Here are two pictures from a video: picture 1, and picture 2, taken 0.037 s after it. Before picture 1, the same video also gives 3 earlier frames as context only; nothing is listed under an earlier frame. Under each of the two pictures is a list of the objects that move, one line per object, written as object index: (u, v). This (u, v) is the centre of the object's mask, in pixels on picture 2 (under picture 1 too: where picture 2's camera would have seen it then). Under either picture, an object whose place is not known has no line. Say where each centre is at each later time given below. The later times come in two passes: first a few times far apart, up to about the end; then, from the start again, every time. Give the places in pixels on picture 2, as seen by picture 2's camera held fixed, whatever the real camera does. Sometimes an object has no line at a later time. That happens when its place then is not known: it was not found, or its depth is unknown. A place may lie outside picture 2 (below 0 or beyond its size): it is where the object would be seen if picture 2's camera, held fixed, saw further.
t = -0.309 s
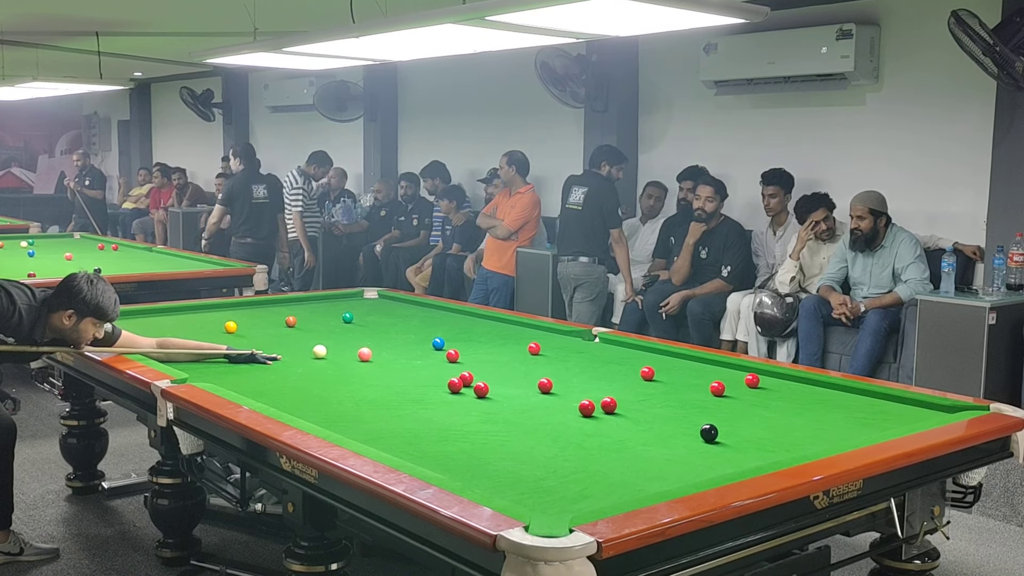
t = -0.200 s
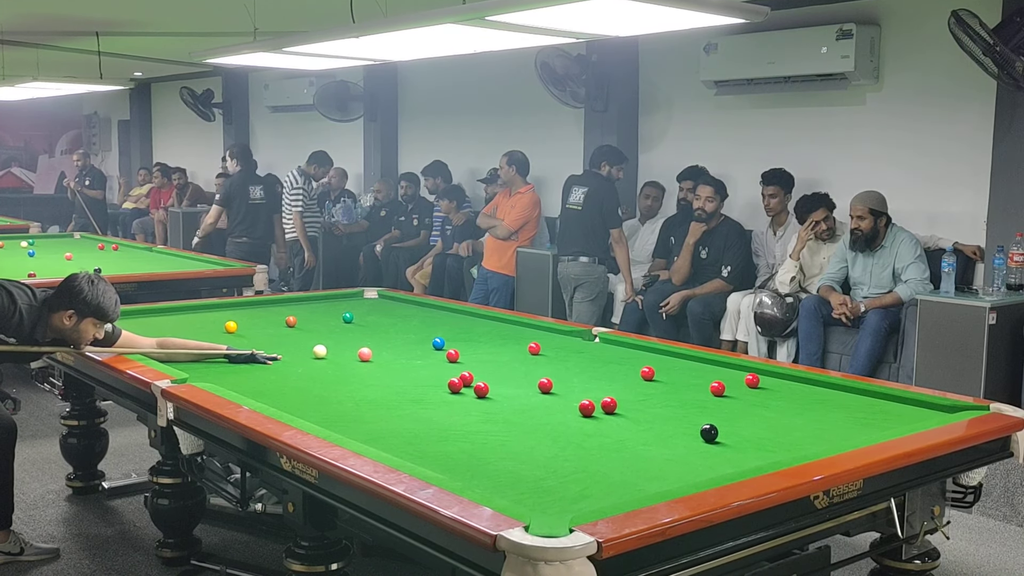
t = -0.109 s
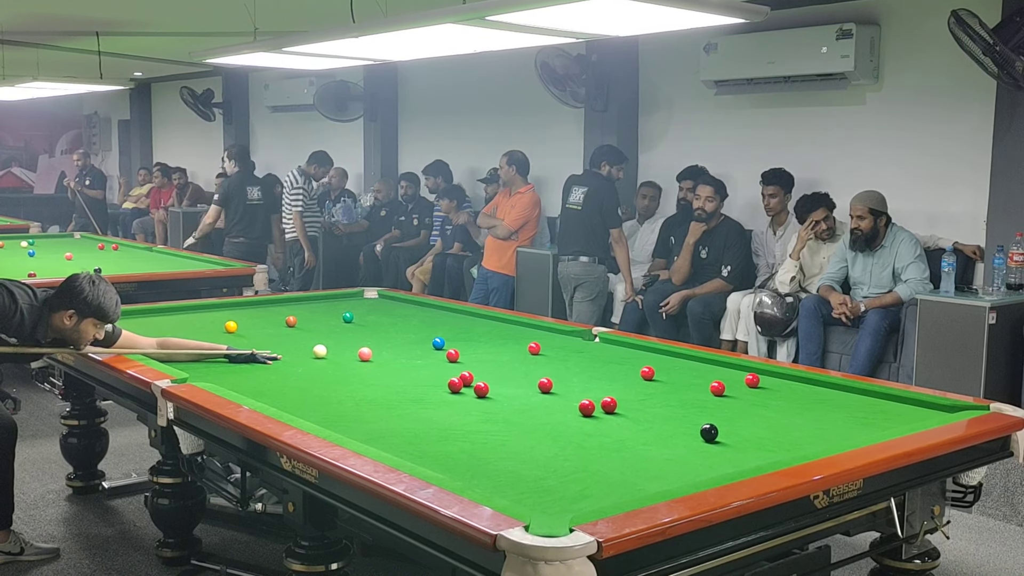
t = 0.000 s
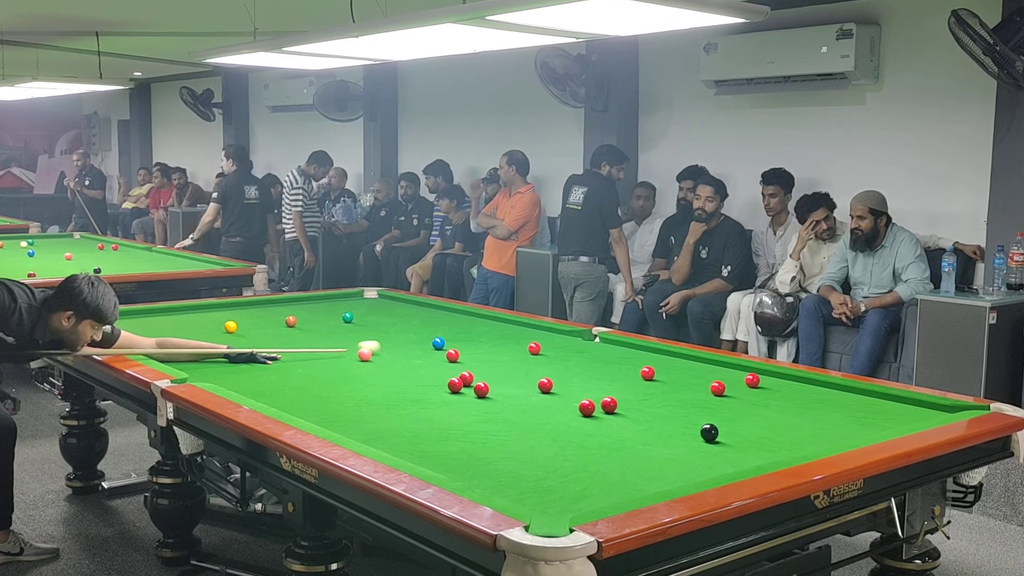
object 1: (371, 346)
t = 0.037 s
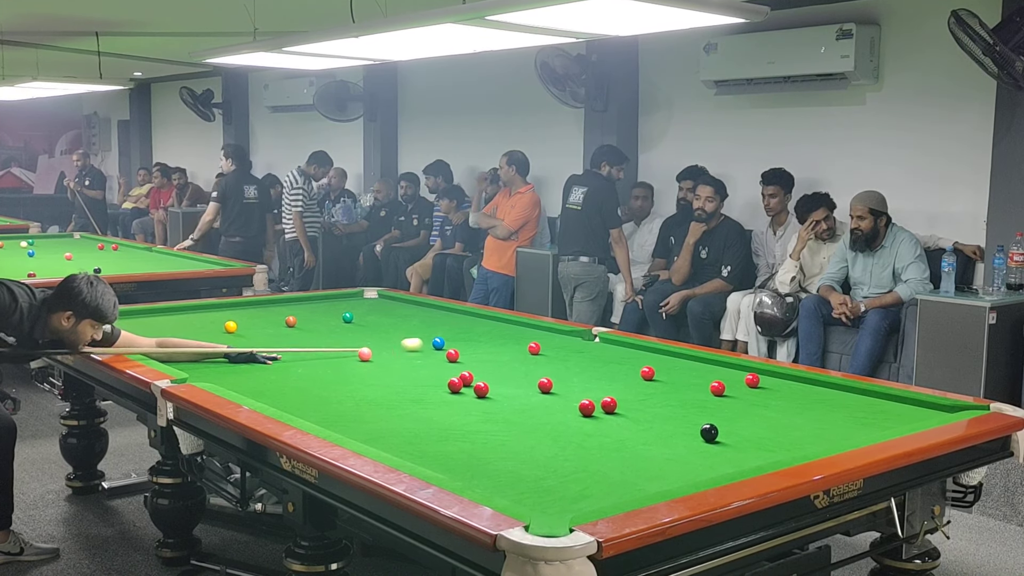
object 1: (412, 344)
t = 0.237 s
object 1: (439, 341)
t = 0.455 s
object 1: (467, 338)
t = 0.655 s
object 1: (492, 335)
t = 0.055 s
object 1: (426, 343)
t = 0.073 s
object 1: (427, 342)
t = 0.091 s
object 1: (428, 342)
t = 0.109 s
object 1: (428, 343)
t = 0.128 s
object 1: (429, 342)
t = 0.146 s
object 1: (430, 342)
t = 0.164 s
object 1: (432, 342)
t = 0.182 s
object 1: (433, 342)
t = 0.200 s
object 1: (435, 342)
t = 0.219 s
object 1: (437, 342)
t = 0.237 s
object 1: (439, 341)
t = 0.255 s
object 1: (441, 341)
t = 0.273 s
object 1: (443, 341)
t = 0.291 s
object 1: (445, 340)
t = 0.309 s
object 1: (448, 340)
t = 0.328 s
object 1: (450, 340)
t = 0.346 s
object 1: (453, 340)
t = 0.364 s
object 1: (455, 339)
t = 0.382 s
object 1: (458, 339)
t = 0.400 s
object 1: (460, 339)
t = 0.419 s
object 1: (462, 338)
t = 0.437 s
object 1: (465, 338)
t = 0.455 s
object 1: (467, 338)
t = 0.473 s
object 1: (469, 337)
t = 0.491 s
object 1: (472, 337)
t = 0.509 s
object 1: (474, 337)
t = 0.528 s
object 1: (476, 337)
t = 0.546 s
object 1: (478, 336)
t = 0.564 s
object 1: (481, 336)
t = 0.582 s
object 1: (483, 336)
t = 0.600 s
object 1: (485, 336)
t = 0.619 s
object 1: (487, 336)
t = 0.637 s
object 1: (489, 335)
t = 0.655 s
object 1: (492, 335)
